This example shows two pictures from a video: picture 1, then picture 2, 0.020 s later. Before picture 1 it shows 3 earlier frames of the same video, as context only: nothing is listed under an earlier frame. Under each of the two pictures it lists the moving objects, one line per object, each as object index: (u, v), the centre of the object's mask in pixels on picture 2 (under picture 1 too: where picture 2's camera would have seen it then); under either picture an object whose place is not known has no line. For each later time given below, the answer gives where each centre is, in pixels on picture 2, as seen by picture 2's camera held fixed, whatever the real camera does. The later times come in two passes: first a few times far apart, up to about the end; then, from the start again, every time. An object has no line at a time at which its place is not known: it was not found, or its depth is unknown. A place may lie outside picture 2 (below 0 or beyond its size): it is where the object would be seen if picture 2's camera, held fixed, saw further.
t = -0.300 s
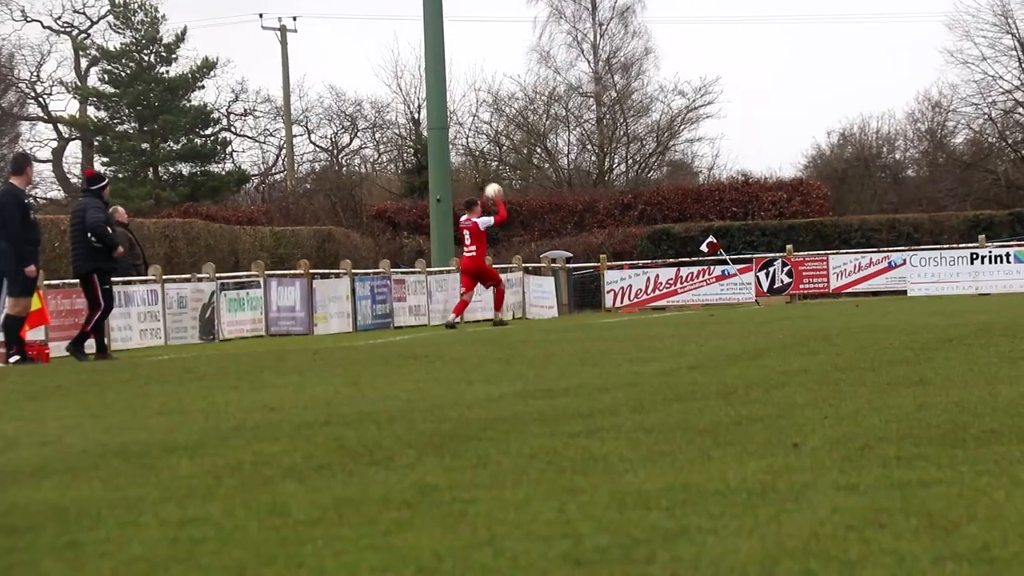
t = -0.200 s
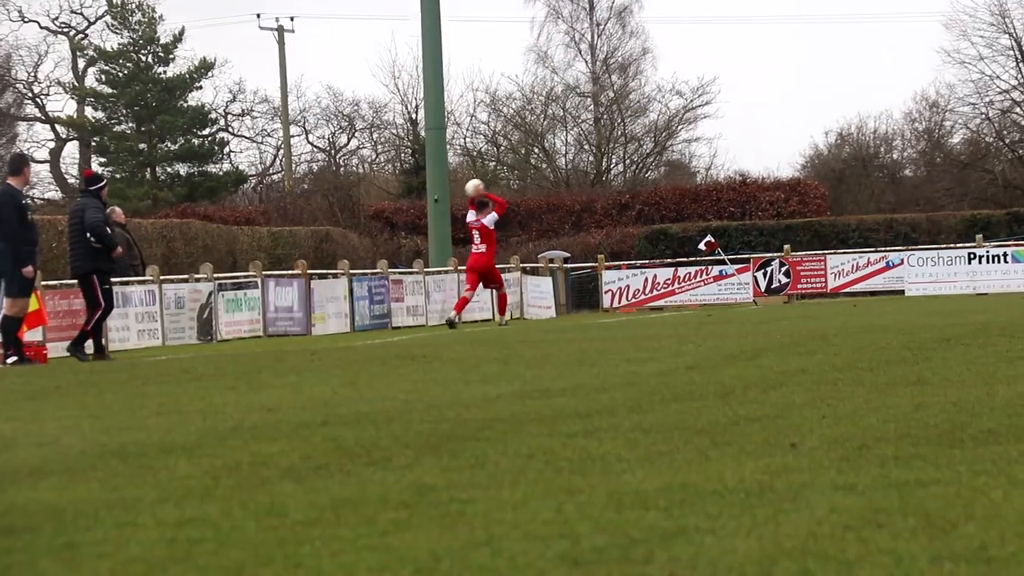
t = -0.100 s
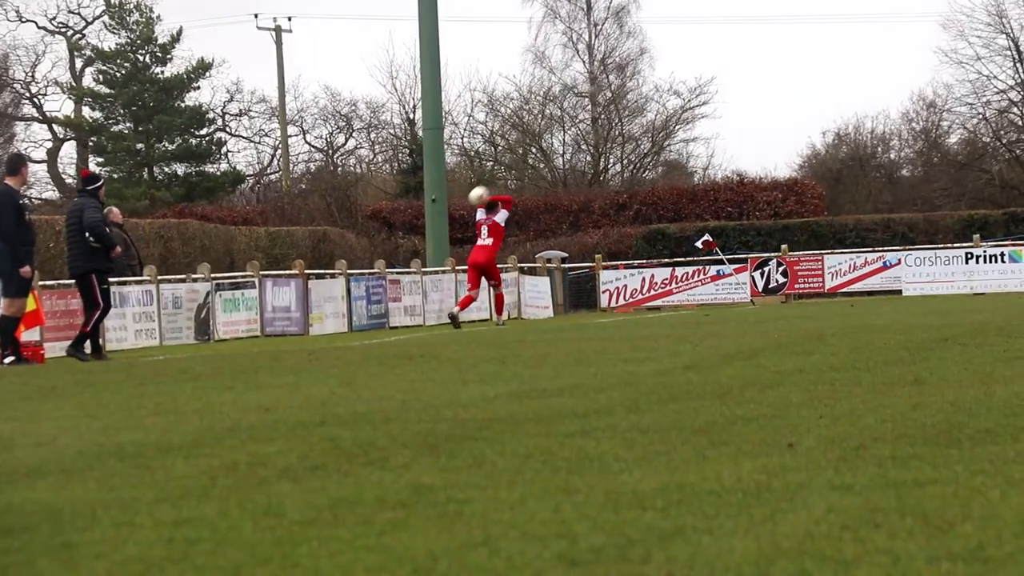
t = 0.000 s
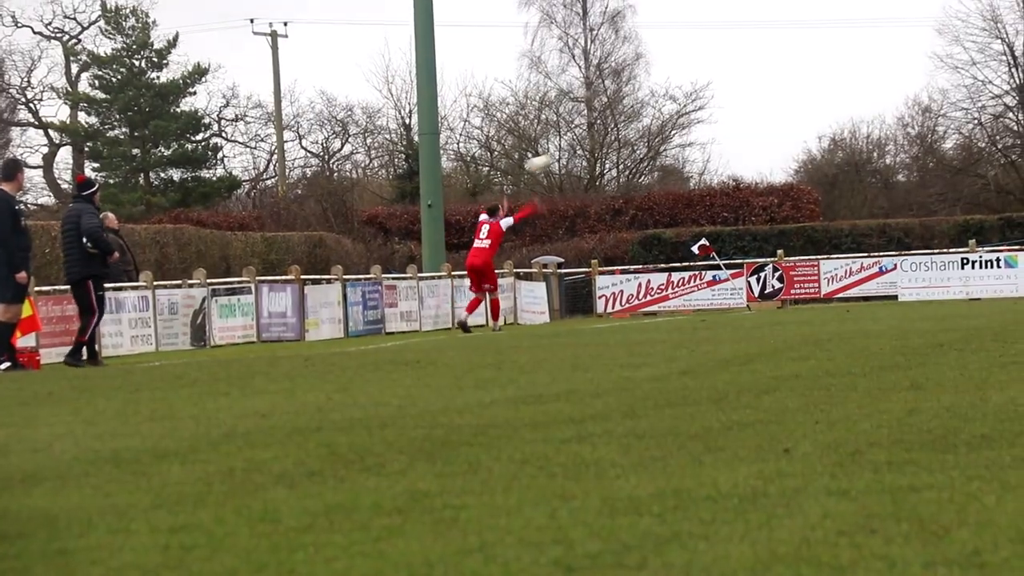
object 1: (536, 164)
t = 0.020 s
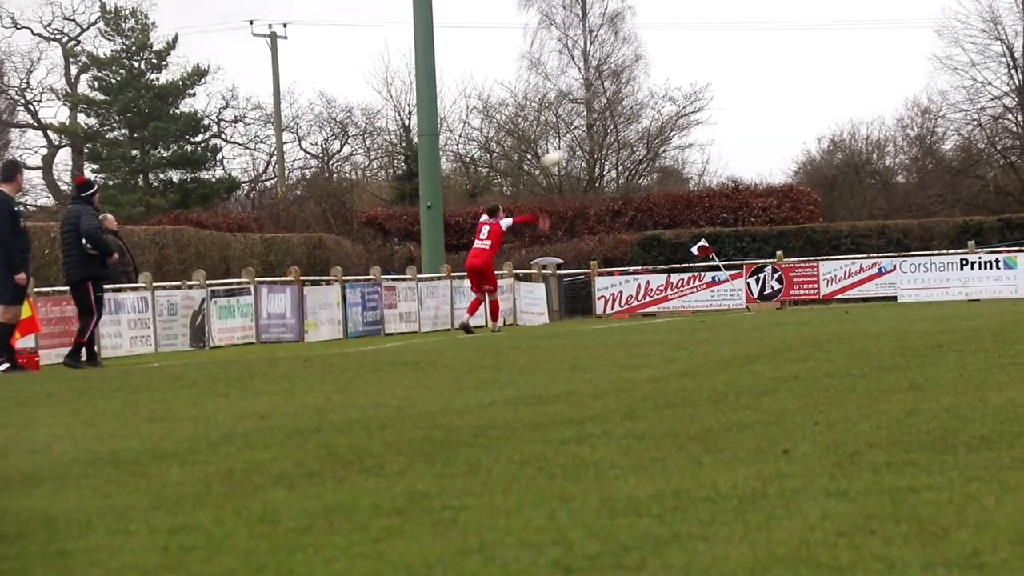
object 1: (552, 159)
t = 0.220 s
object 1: (704, 120)
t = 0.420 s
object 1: (846, 115)
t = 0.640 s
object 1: (999, 135)
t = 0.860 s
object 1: (1154, 200)
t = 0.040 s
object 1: (569, 152)
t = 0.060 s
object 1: (584, 146)
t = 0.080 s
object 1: (598, 144)
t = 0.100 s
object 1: (615, 139)
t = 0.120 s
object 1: (629, 135)
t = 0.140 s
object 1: (646, 130)
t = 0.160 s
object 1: (660, 127)
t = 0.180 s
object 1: (674, 124)
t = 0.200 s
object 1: (689, 122)
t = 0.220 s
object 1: (704, 120)
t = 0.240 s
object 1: (720, 117)
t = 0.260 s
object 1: (736, 117)
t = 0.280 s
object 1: (750, 115)
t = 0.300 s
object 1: (764, 114)
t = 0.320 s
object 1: (778, 113)
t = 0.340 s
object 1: (791, 114)
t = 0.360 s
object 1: (805, 114)
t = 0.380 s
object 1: (819, 114)
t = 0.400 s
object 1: (833, 114)
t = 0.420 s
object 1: (846, 115)
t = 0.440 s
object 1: (860, 116)
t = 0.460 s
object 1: (874, 117)
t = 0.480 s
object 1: (888, 118)
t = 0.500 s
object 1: (903, 119)
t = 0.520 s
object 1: (916, 119)
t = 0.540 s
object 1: (930, 121)
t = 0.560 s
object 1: (943, 123)
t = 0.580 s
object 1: (957, 126)
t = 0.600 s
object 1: (972, 128)
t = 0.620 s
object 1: (985, 132)
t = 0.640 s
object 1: (999, 135)
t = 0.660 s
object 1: (1014, 140)
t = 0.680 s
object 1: (1027, 145)
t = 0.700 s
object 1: (1041, 149)
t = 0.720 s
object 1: (1056, 154)
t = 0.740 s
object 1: (1069, 159)
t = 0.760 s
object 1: (1084, 165)
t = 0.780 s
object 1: (1098, 172)
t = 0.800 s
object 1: (1112, 178)
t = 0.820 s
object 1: (1126, 185)
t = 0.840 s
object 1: (1140, 192)
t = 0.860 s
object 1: (1154, 200)
